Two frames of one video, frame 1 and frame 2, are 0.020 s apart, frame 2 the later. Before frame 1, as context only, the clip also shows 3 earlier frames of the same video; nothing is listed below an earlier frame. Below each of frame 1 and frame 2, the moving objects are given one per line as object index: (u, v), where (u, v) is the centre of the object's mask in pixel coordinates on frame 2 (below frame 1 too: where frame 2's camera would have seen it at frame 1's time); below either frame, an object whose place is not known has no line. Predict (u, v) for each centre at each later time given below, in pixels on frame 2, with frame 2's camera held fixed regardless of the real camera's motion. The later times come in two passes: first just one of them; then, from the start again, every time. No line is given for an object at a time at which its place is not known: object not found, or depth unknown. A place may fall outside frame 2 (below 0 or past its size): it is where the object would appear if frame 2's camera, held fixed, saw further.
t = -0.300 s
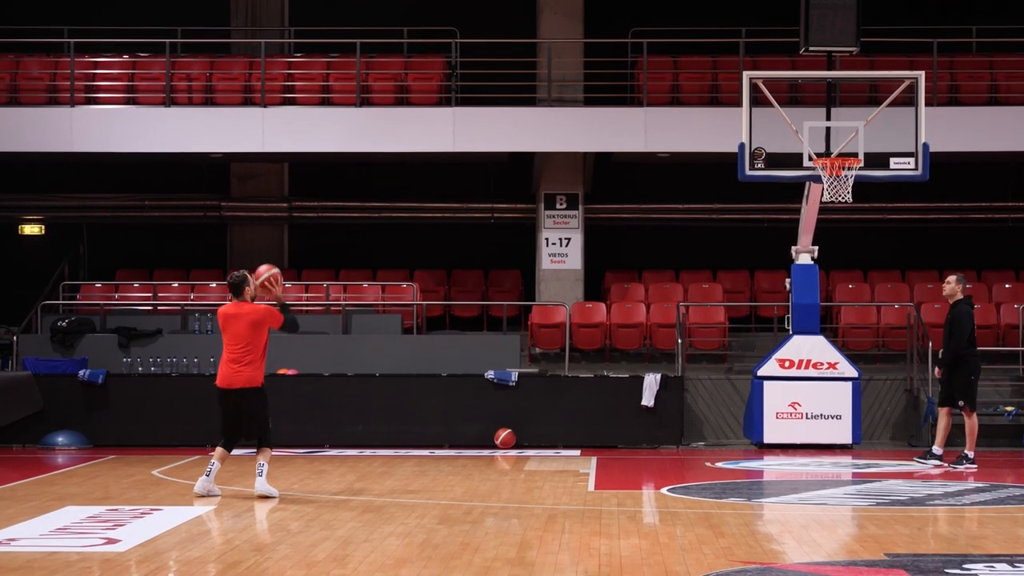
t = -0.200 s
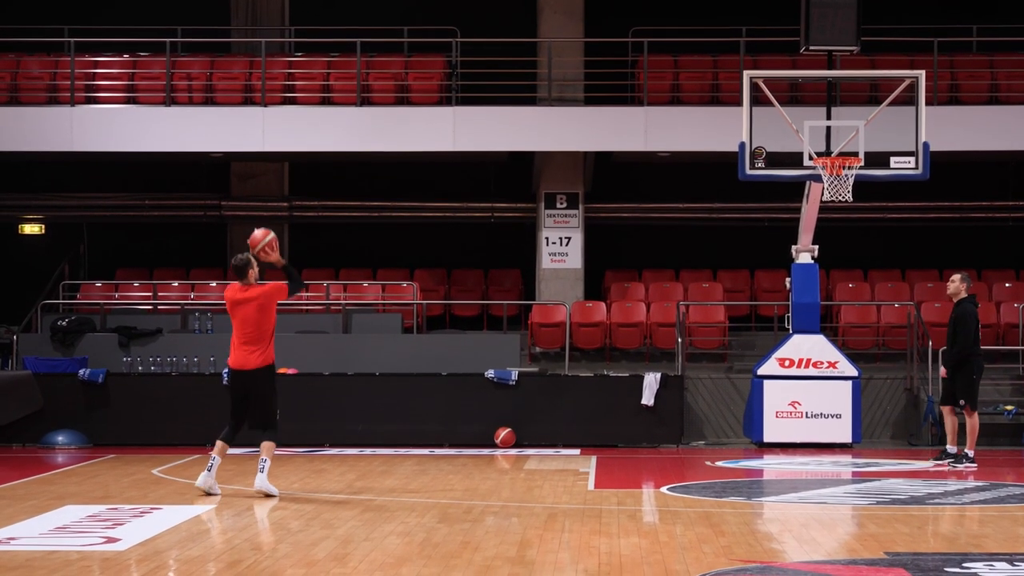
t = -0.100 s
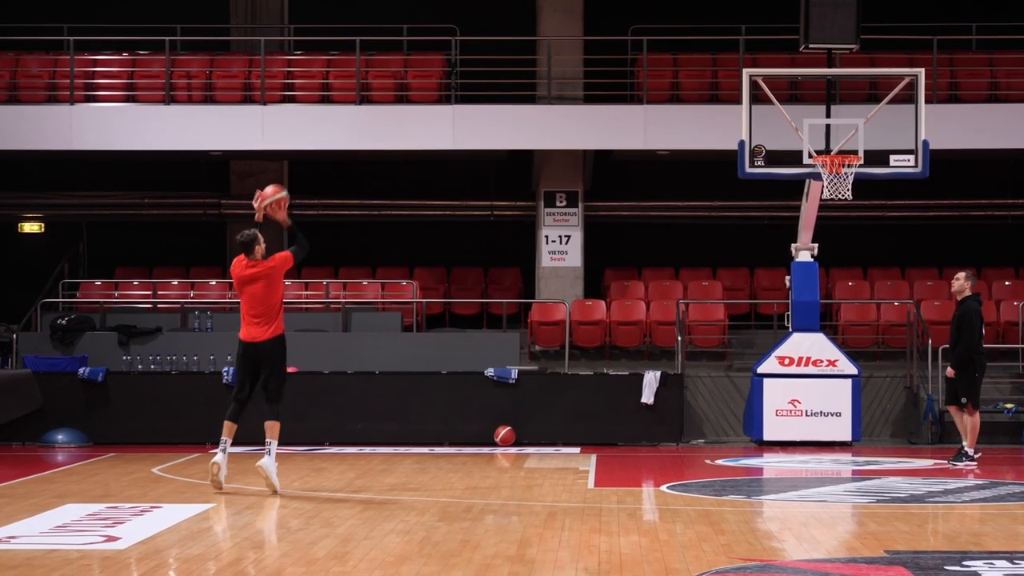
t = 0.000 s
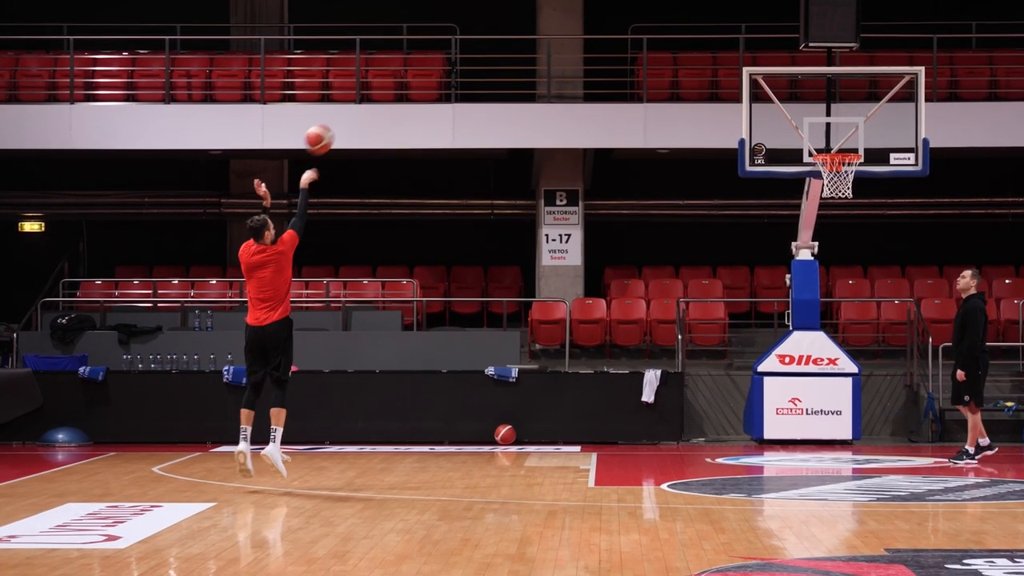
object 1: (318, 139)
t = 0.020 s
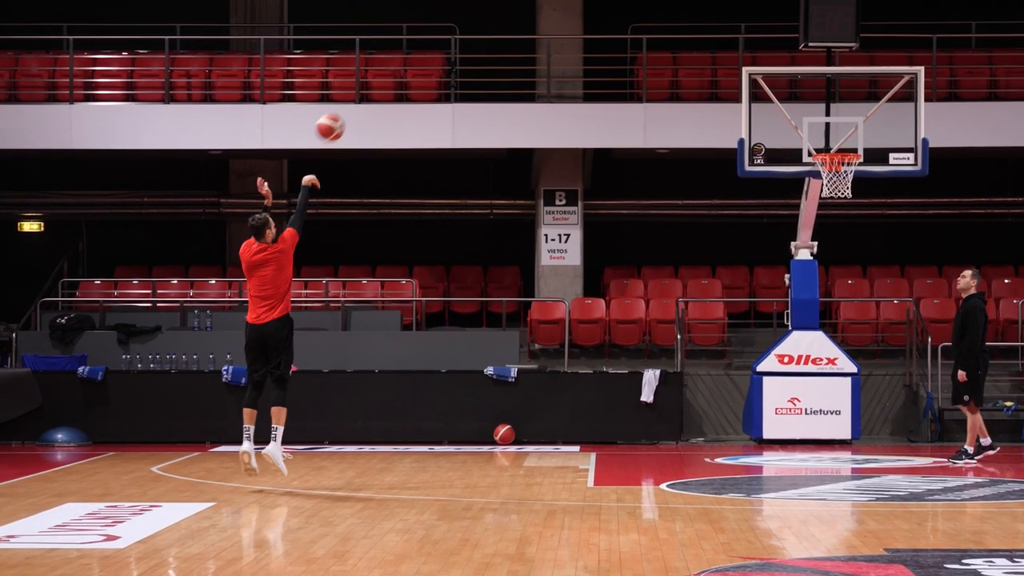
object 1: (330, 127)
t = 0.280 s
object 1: (474, 26)
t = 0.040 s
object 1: (342, 116)
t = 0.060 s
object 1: (352, 106)
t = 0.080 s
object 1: (363, 97)
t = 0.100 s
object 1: (375, 88)
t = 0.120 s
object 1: (385, 79)
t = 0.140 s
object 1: (398, 71)
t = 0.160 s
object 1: (409, 63)
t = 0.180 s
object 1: (421, 55)
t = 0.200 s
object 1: (431, 49)
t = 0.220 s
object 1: (442, 42)
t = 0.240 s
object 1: (453, 37)
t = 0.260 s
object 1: (464, 31)
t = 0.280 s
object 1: (474, 26)
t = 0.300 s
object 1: (485, 22)
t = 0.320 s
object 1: (495, 18)
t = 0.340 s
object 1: (505, 14)
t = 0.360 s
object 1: (516, 11)
